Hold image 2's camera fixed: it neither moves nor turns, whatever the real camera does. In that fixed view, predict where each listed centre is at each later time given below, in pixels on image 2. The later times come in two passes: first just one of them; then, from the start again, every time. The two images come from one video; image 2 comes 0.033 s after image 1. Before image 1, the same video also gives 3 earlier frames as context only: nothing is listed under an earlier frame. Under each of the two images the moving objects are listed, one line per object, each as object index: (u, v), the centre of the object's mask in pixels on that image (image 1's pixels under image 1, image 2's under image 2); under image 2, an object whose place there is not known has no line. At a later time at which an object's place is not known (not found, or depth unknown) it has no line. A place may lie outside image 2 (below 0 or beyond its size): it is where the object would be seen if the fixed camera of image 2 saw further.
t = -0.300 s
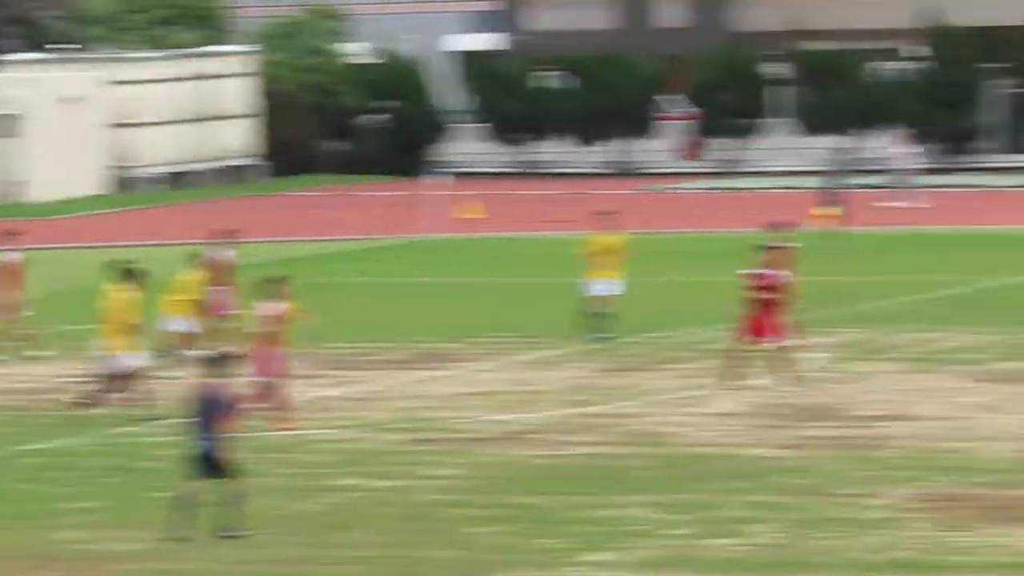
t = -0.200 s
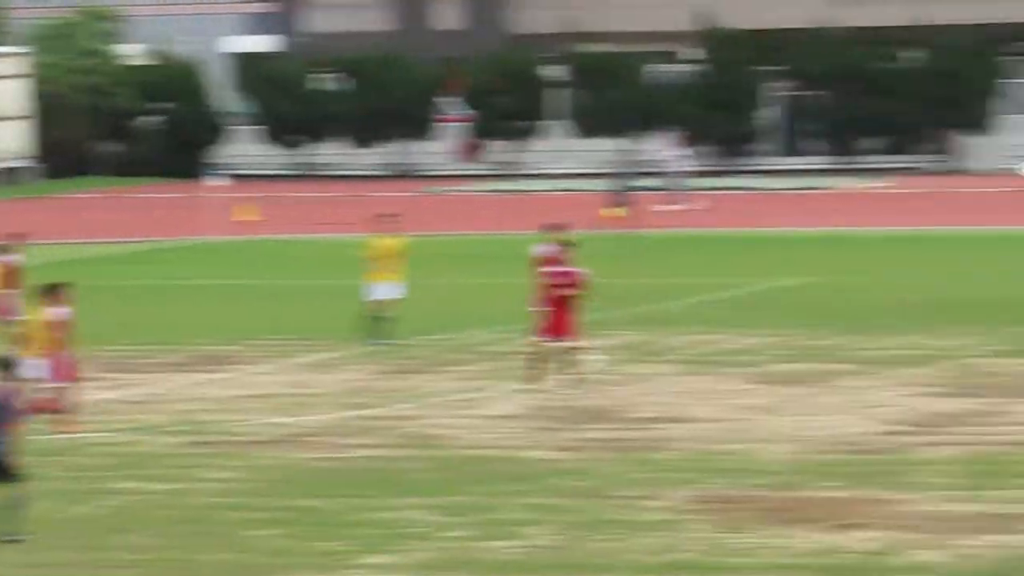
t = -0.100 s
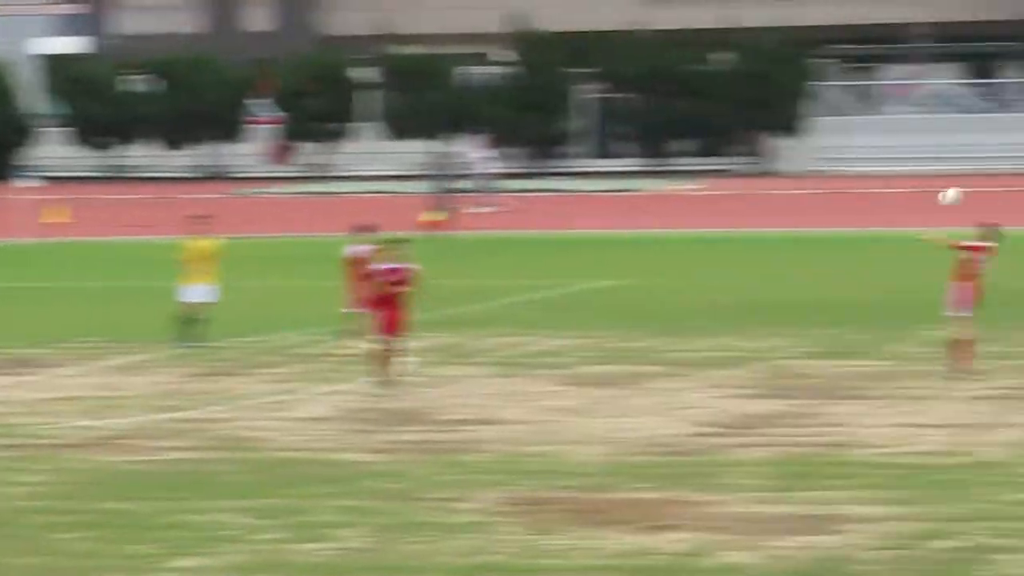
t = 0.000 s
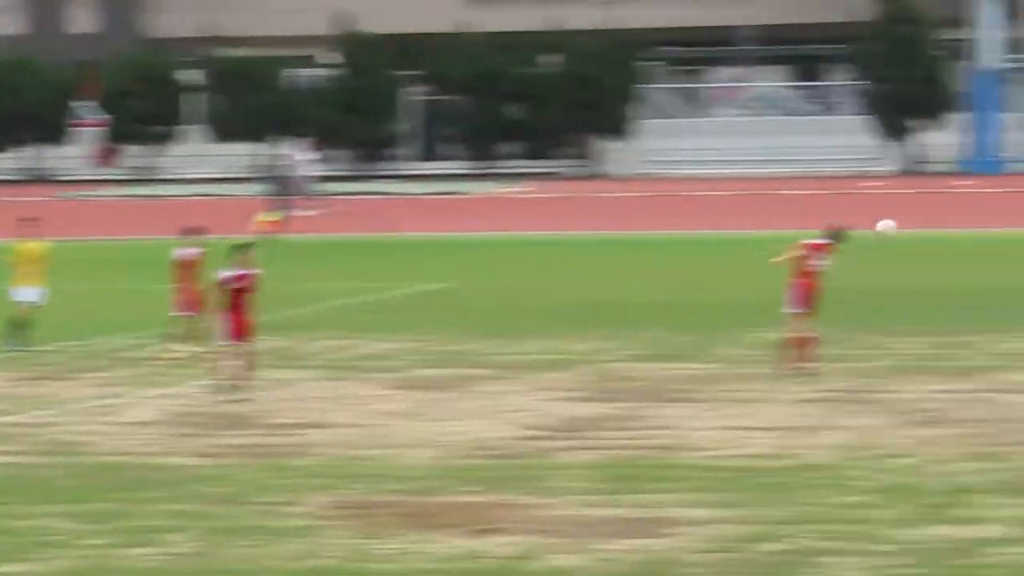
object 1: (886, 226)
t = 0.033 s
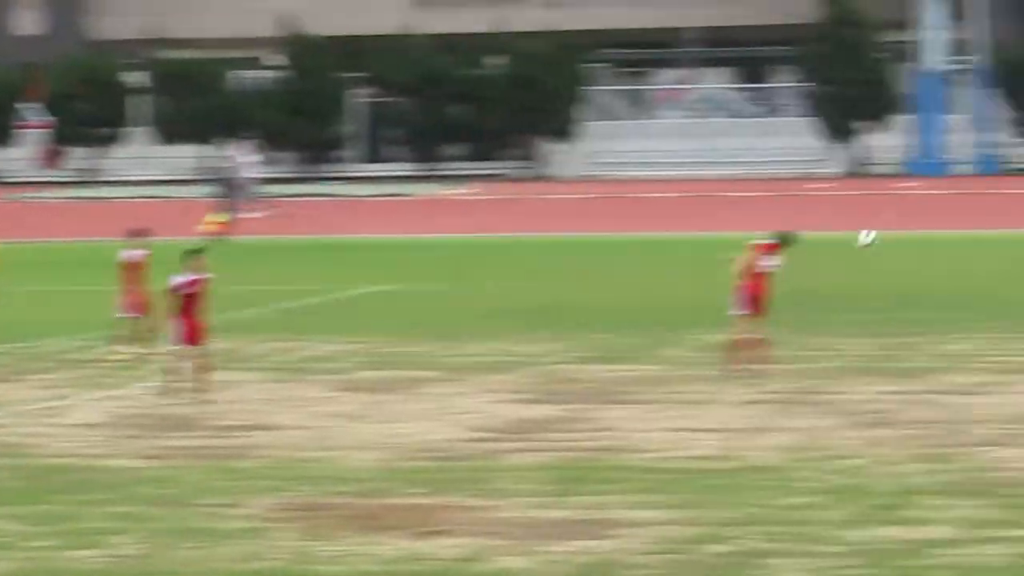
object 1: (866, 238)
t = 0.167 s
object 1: (1009, 284)
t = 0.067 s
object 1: (901, 248)
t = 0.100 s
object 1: (936, 260)
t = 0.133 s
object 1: (973, 271)
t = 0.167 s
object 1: (1009, 284)
